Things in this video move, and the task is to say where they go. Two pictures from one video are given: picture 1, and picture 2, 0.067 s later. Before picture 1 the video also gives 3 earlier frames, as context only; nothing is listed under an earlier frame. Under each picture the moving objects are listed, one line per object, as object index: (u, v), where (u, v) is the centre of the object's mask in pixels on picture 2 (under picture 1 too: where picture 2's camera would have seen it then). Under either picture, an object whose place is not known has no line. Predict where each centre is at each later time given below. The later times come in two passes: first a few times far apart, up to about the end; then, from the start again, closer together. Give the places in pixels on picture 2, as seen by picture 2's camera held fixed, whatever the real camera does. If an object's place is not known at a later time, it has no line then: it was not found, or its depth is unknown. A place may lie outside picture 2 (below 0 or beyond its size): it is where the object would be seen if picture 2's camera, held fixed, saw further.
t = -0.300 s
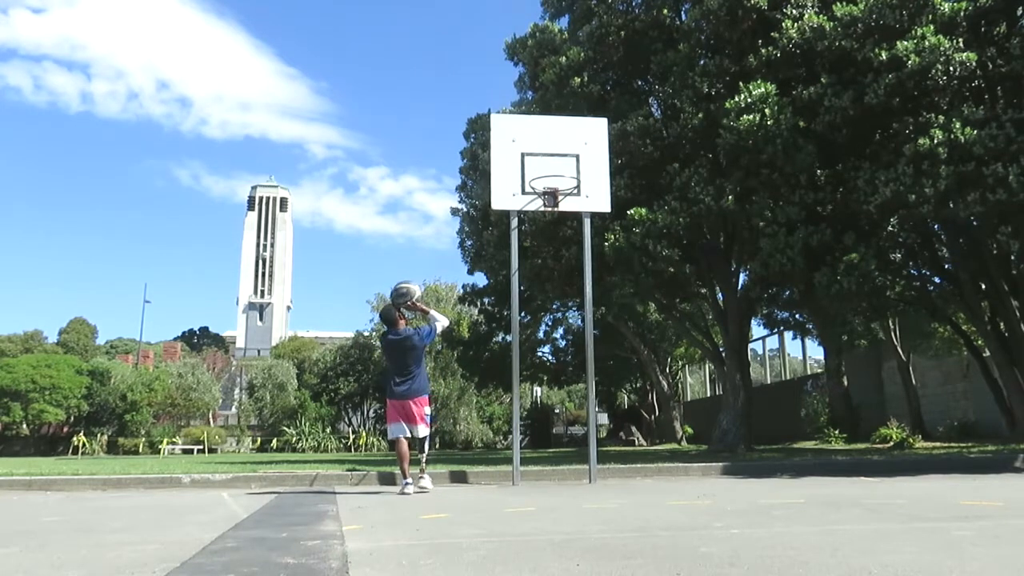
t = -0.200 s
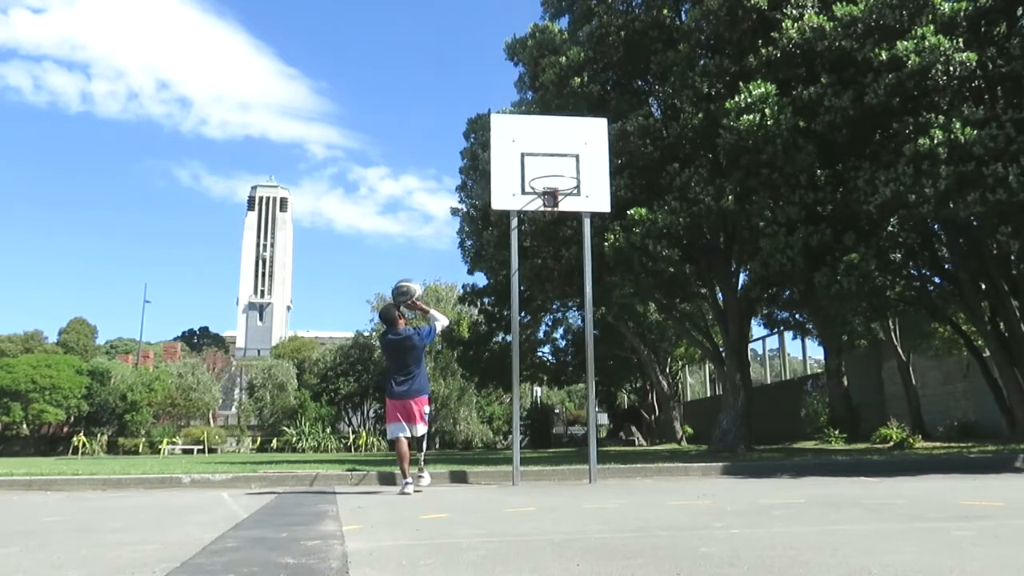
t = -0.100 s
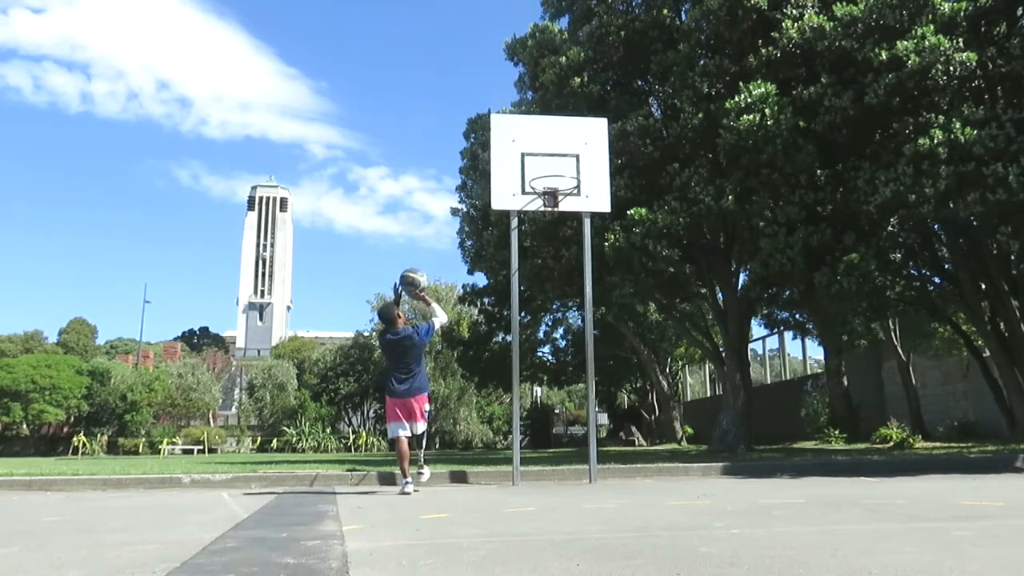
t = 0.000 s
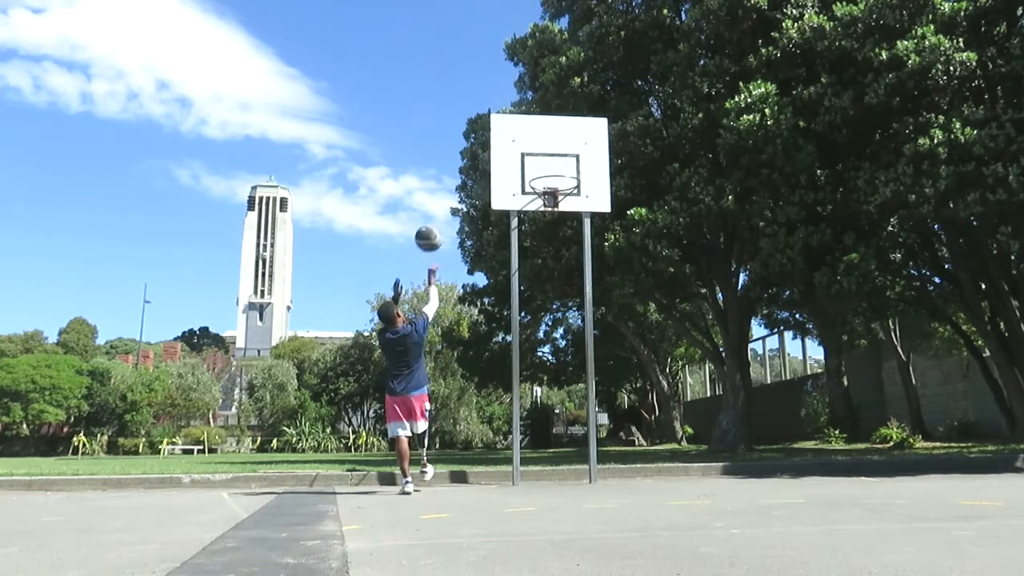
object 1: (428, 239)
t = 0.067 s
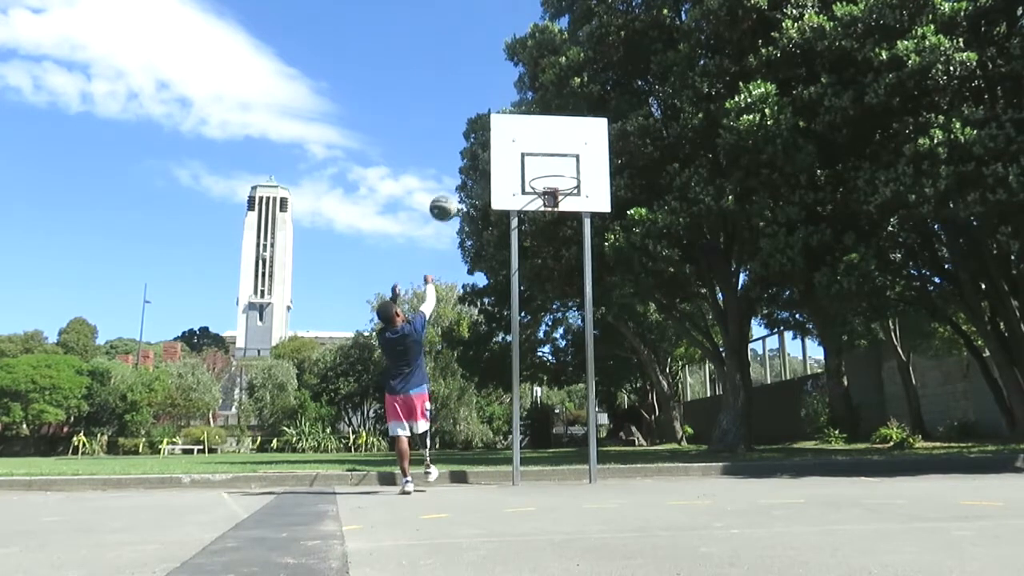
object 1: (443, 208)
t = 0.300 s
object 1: (488, 145)
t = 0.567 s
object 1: (539, 139)
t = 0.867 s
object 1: (562, 159)
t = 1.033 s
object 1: (555, 167)
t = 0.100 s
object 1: (450, 195)
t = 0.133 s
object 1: (456, 184)
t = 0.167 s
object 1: (463, 173)
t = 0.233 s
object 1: (475, 155)
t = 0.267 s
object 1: (482, 150)
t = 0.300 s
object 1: (488, 145)
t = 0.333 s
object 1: (495, 141)
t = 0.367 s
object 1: (502, 137)
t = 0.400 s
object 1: (508, 135)
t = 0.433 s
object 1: (514, 134)
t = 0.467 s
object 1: (521, 134)
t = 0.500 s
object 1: (527, 134)
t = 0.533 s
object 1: (533, 136)
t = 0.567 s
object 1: (539, 139)
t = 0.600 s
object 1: (545, 143)
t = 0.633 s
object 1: (551, 149)
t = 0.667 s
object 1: (558, 155)
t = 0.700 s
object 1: (564, 162)
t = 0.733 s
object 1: (569, 168)
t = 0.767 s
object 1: (567, 164)
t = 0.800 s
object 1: (566, 162)
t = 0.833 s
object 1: (564, 160)
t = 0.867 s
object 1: (562, 159)
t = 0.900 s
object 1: (560, 159)
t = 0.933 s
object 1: (559, 160)
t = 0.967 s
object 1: (558, 162)
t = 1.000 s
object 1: (556, 165)
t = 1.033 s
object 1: (555, 167)
